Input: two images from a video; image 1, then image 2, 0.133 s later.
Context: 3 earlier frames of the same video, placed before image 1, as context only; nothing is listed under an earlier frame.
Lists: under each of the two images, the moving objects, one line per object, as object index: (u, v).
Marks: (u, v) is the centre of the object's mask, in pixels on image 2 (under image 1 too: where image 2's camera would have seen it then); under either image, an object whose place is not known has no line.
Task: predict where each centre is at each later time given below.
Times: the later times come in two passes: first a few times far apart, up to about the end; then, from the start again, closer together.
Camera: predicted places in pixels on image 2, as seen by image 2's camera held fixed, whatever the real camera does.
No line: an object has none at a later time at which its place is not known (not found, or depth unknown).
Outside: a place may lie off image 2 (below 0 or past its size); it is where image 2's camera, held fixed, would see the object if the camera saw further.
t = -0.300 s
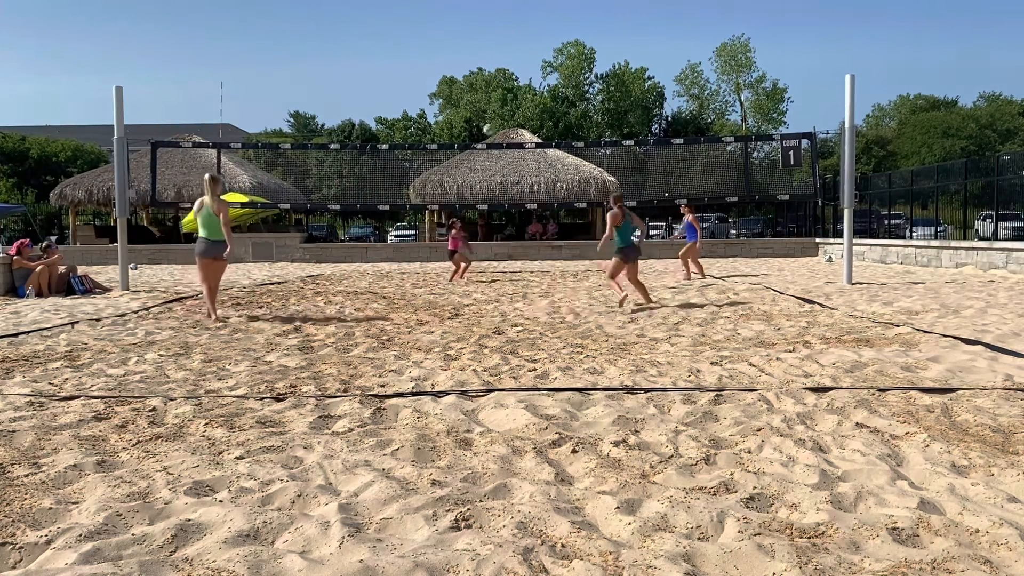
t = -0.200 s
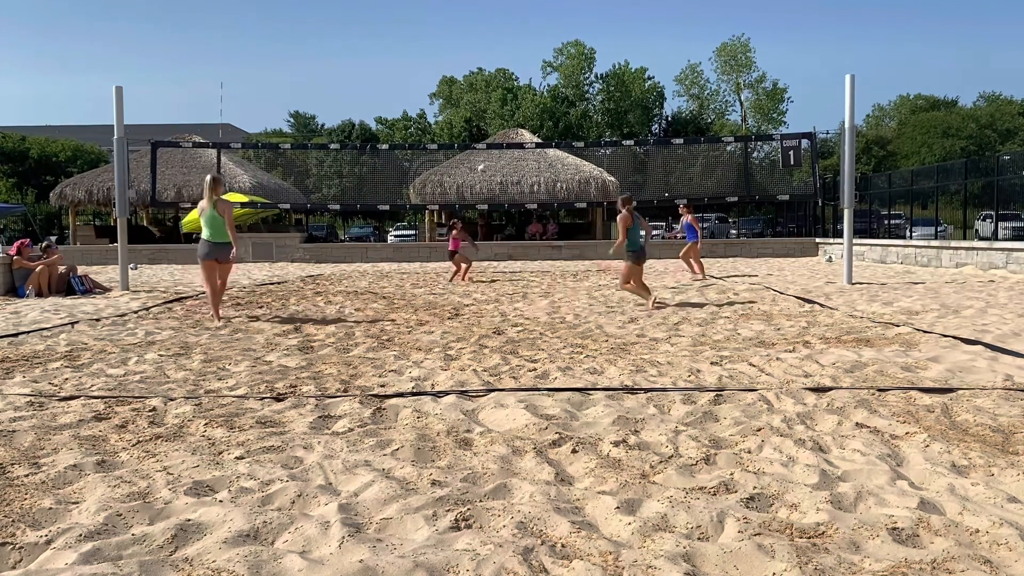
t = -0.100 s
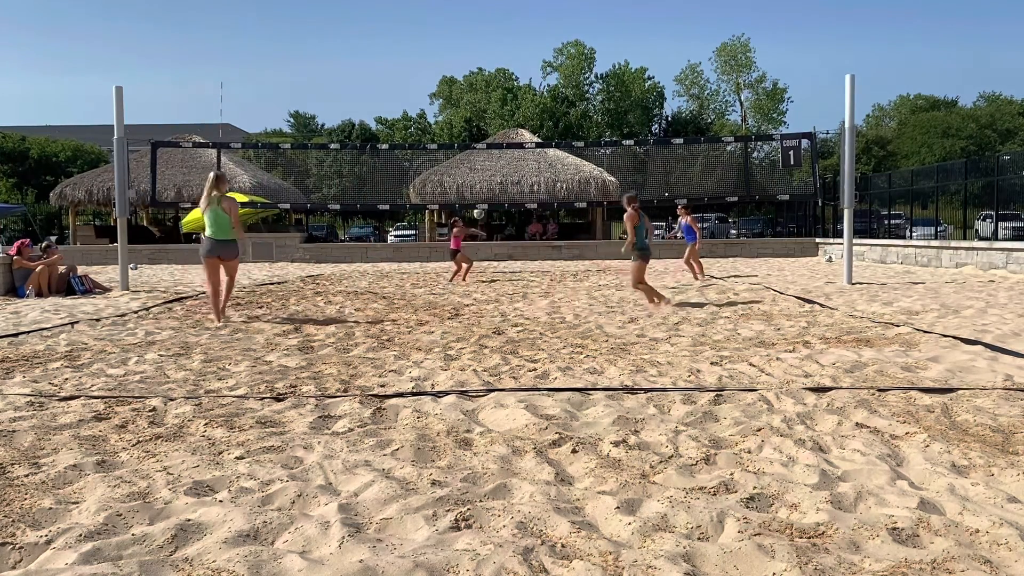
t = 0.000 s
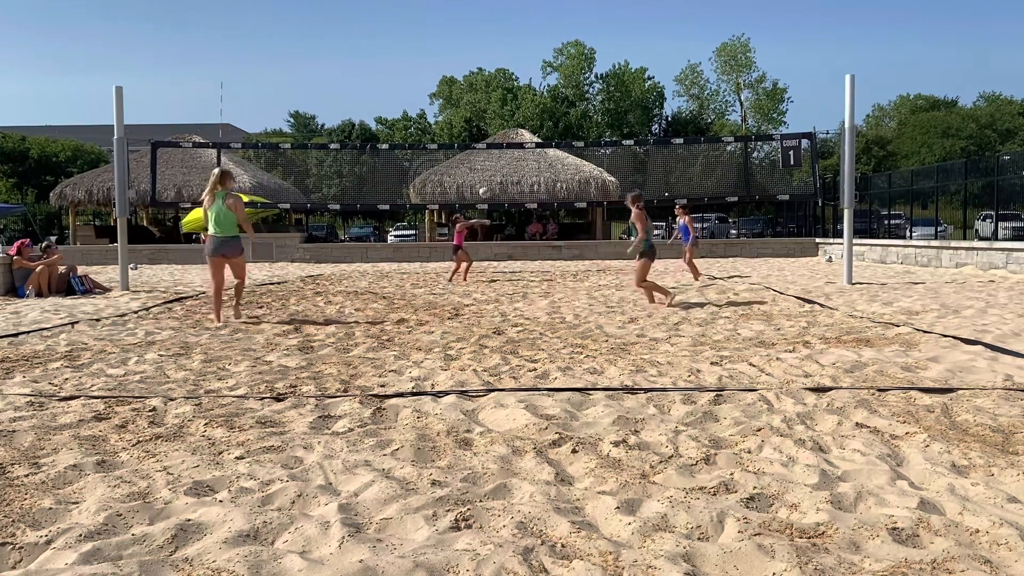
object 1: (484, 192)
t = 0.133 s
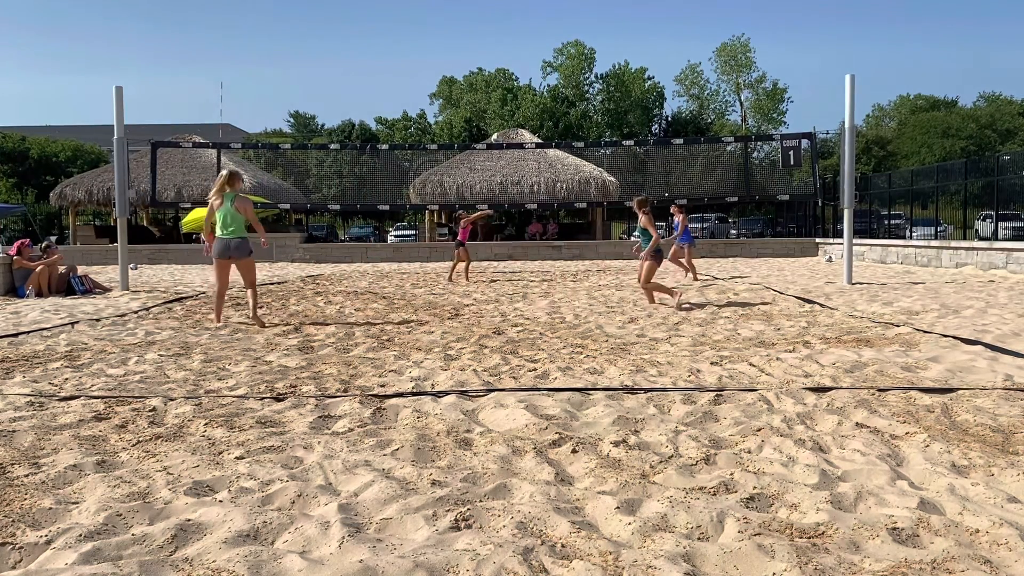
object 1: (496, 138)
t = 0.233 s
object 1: (507, 102)
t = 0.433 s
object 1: (526, 46)
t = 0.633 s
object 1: (546, 11)
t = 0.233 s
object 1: (507, 102)
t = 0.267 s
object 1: (510, 92)
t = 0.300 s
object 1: (513, 82)
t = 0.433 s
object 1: (526, 46)
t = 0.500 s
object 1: (533, 32)
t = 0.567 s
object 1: (540, 21)
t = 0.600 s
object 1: (543, 15)
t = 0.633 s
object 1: (546, 11)
